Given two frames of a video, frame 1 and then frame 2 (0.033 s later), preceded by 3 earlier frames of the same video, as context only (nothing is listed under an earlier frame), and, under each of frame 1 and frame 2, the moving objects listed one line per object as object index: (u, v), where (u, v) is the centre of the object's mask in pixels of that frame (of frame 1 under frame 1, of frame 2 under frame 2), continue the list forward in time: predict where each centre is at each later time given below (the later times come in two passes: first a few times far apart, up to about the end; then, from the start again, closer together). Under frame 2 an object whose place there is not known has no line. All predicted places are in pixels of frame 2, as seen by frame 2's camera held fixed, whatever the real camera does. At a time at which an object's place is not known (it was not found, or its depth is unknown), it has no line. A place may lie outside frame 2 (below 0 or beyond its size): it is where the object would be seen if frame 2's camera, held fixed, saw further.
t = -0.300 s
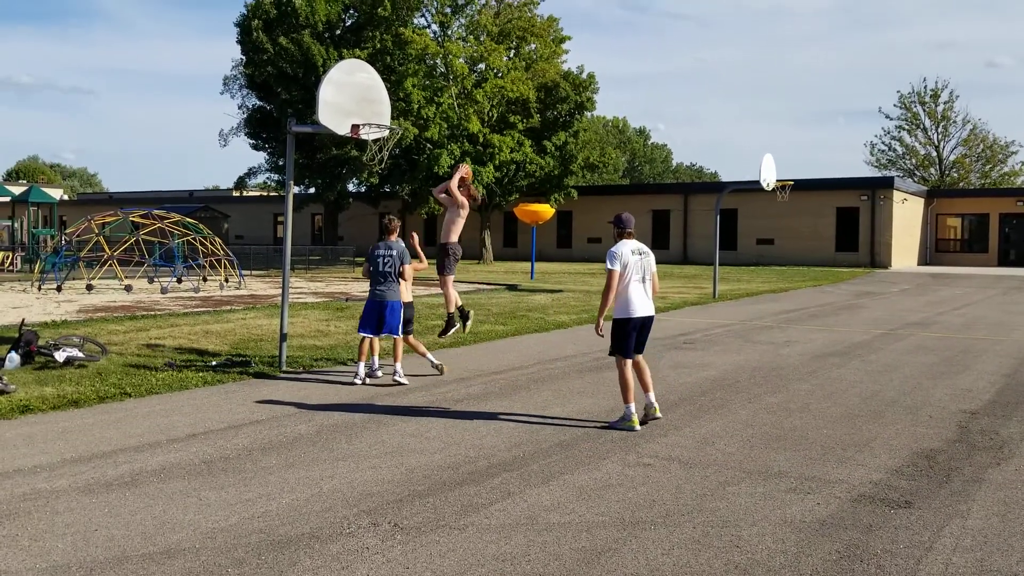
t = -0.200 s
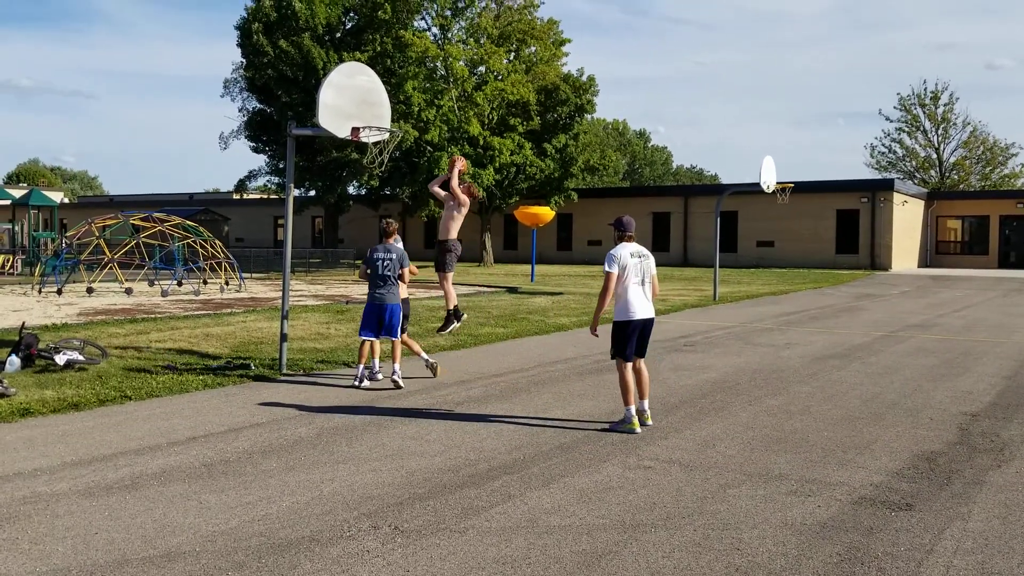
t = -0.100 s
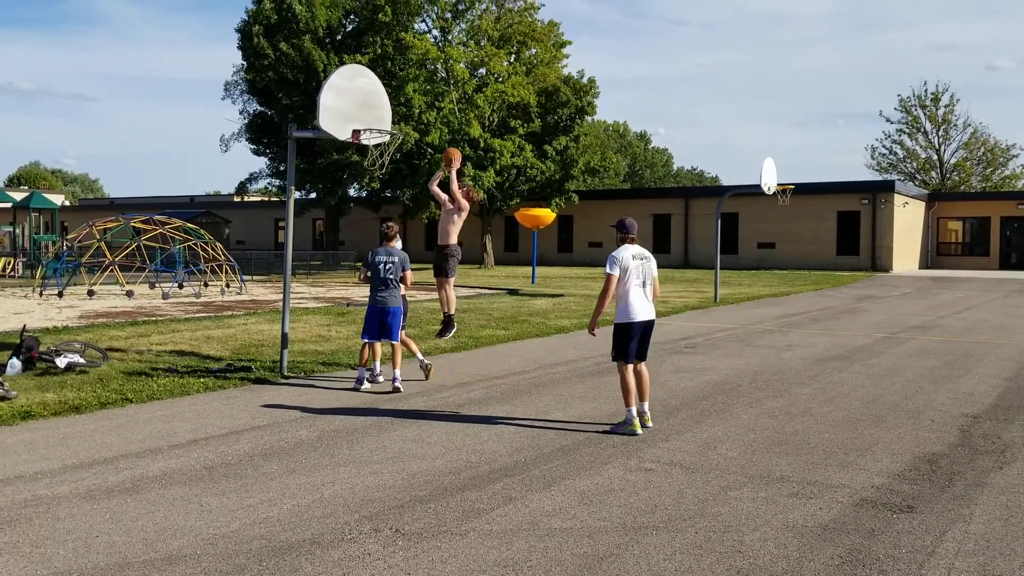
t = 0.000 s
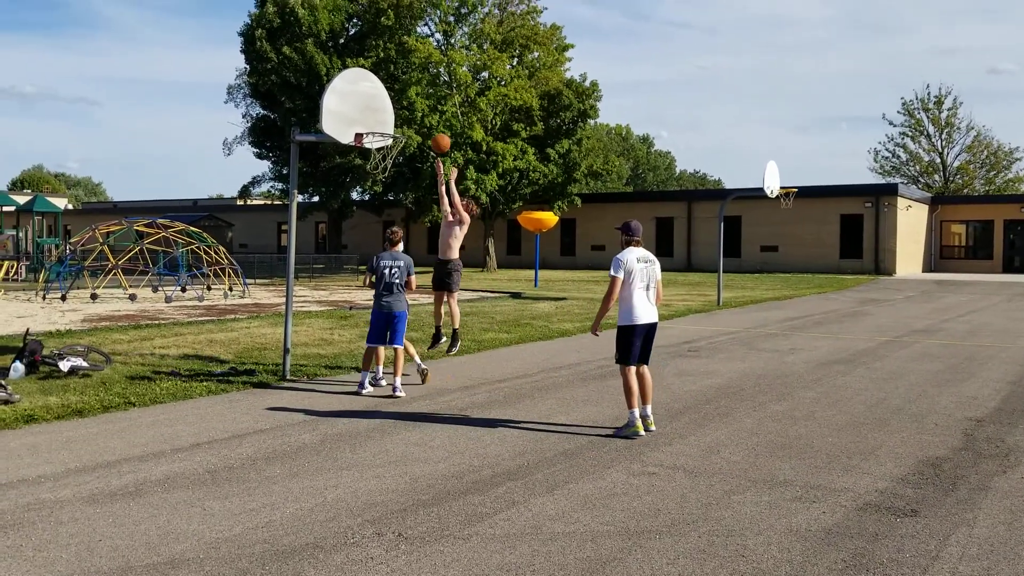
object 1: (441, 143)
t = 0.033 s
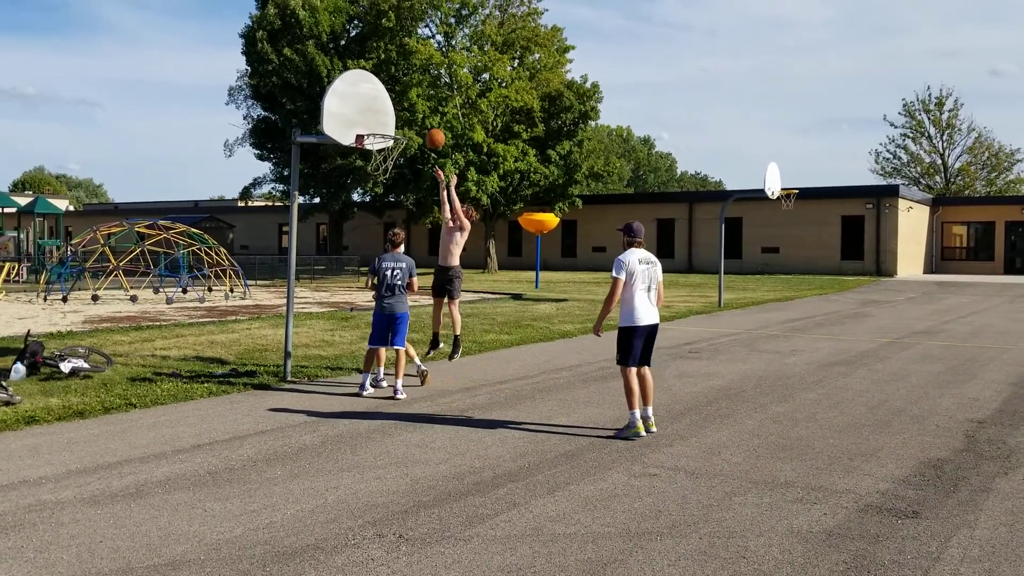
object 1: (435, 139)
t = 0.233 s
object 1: (396, 121)
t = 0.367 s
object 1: (374, 125)
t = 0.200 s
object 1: (403, 121)
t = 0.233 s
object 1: (396, 121)
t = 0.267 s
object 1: (390, 121)
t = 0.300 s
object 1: (383, 122)
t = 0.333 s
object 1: (376, 123)
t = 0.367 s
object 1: (374, 125)
